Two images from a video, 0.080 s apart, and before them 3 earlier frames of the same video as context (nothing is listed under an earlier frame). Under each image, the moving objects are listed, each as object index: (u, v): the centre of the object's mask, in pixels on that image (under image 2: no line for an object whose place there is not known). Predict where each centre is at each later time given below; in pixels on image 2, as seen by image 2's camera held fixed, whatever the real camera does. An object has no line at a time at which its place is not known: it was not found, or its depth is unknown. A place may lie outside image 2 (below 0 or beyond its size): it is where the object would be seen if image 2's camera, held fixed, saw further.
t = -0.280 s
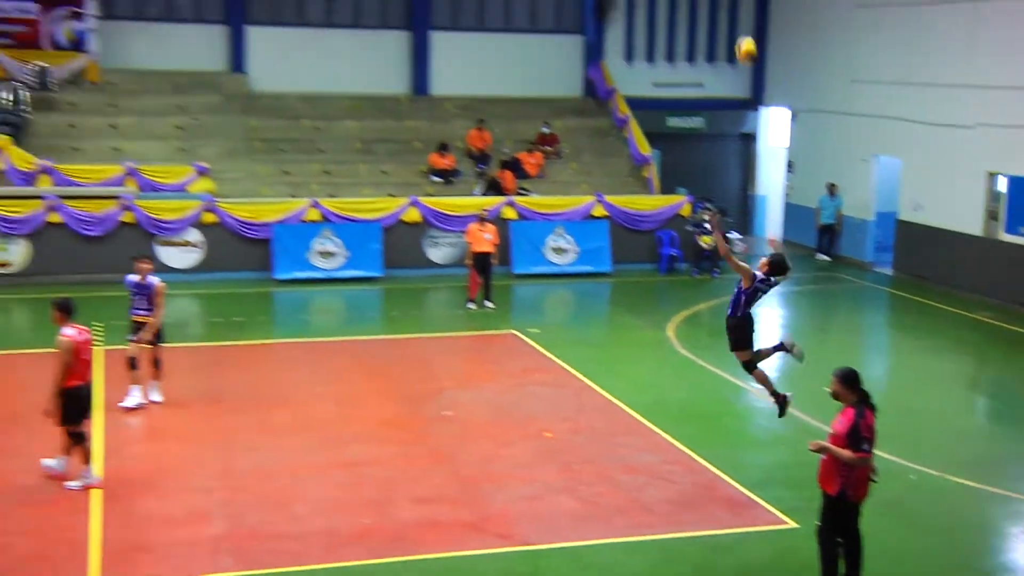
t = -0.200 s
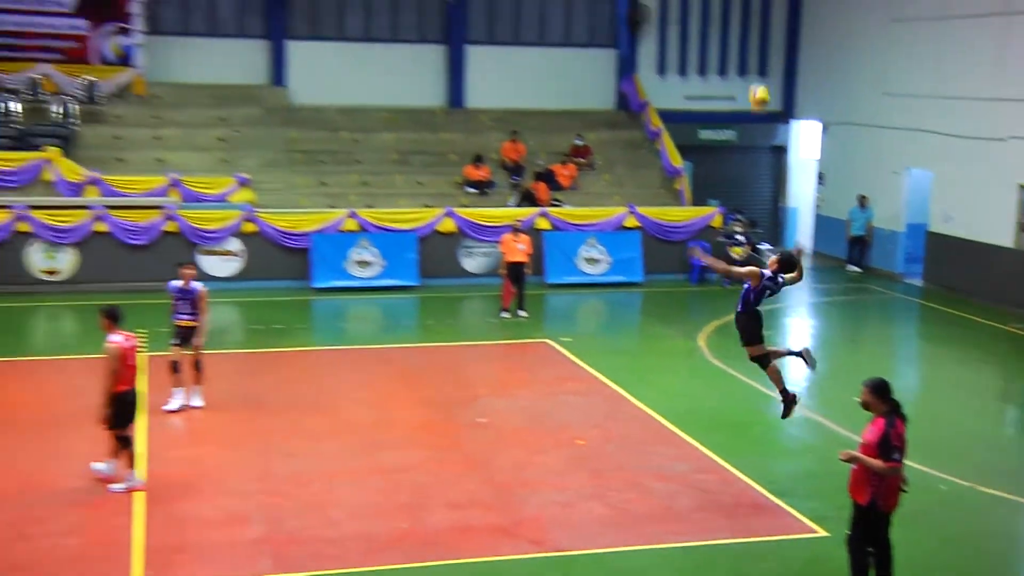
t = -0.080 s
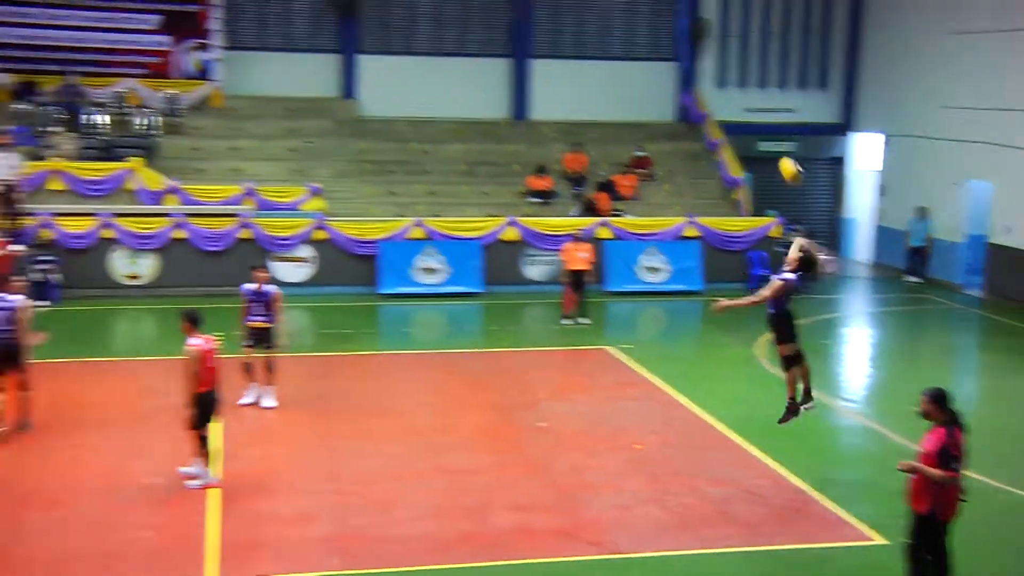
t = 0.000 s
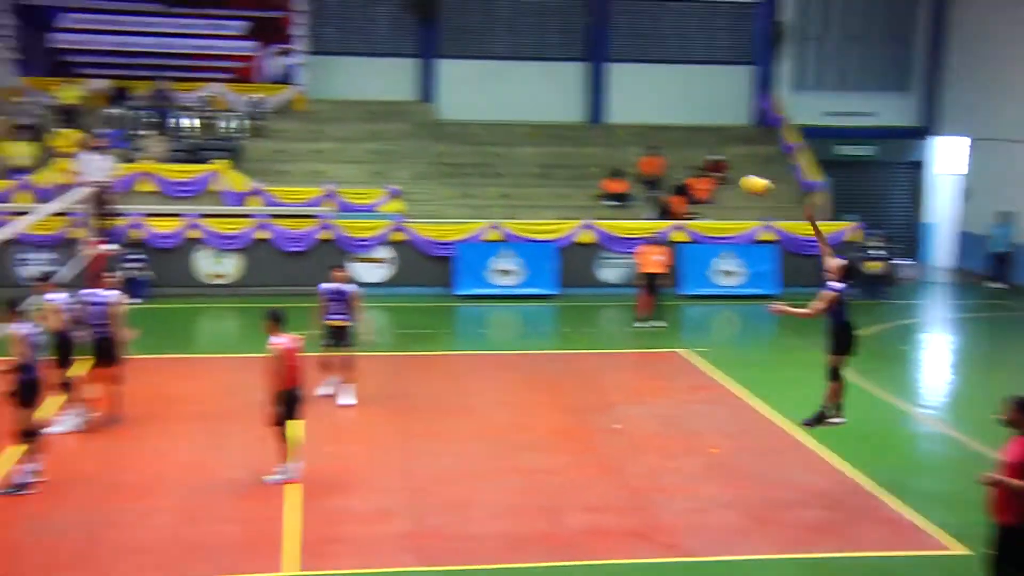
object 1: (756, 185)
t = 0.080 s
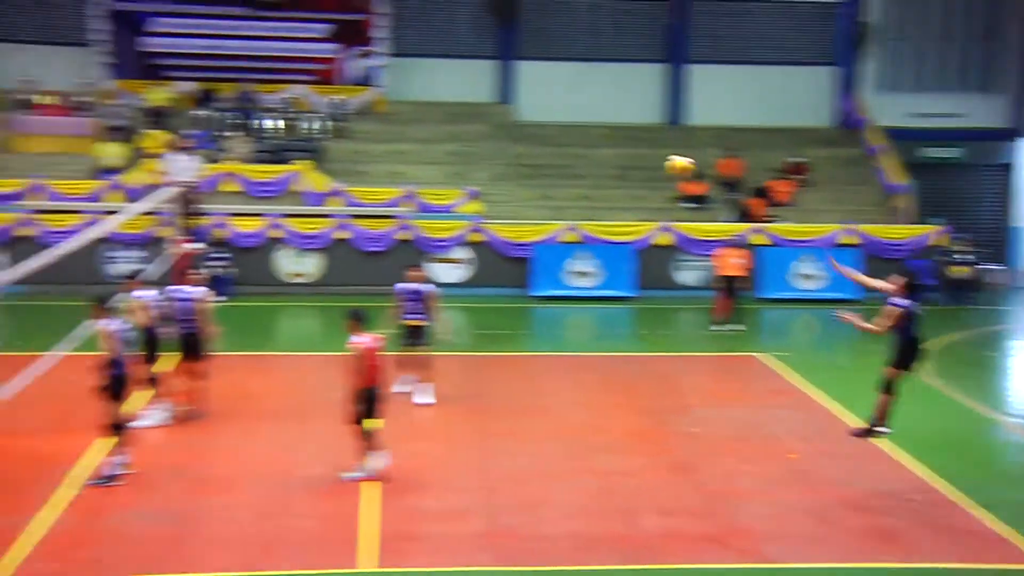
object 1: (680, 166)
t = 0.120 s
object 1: (607, 159)
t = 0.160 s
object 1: (536, 156)
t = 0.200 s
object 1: (469, 154)
